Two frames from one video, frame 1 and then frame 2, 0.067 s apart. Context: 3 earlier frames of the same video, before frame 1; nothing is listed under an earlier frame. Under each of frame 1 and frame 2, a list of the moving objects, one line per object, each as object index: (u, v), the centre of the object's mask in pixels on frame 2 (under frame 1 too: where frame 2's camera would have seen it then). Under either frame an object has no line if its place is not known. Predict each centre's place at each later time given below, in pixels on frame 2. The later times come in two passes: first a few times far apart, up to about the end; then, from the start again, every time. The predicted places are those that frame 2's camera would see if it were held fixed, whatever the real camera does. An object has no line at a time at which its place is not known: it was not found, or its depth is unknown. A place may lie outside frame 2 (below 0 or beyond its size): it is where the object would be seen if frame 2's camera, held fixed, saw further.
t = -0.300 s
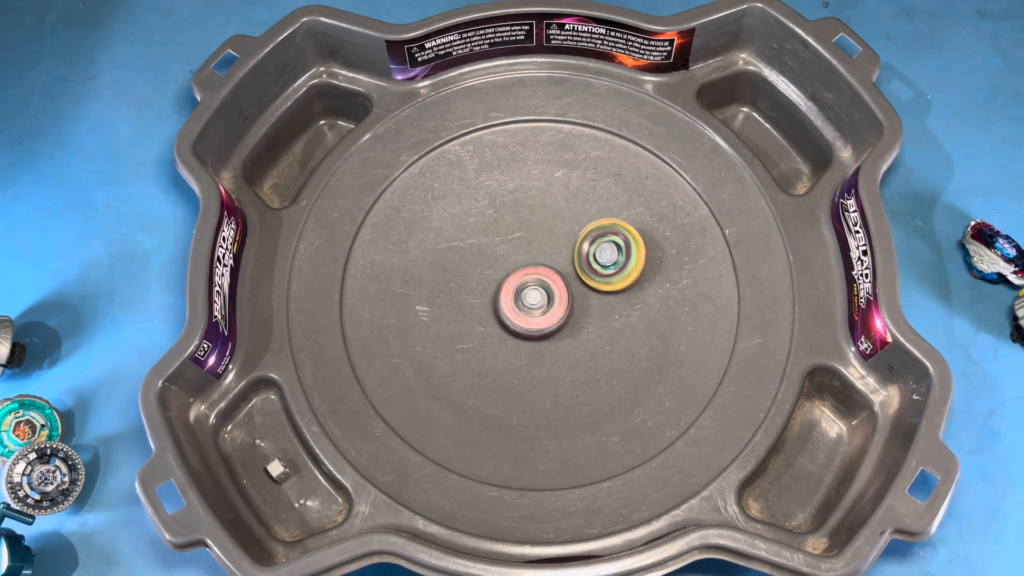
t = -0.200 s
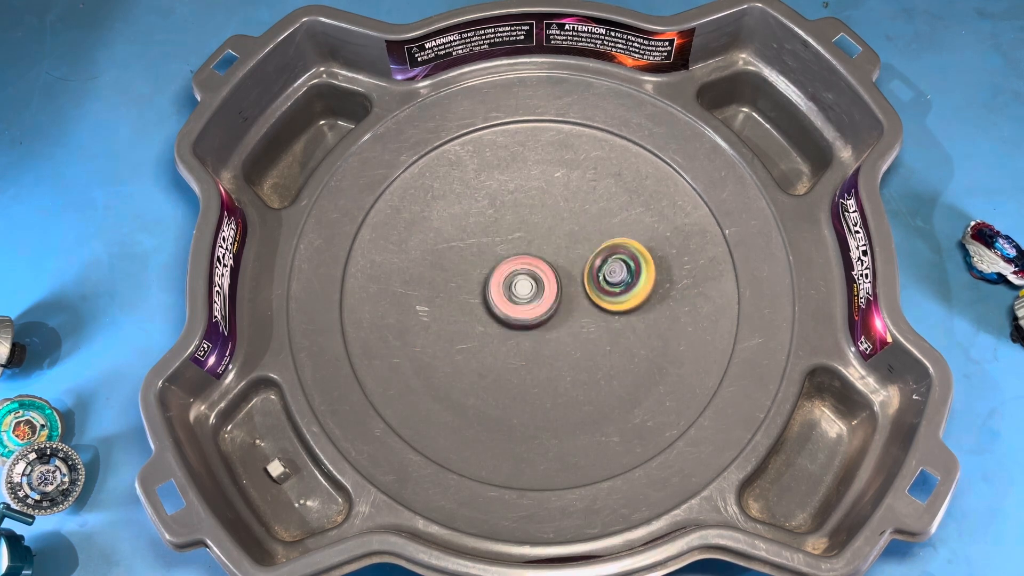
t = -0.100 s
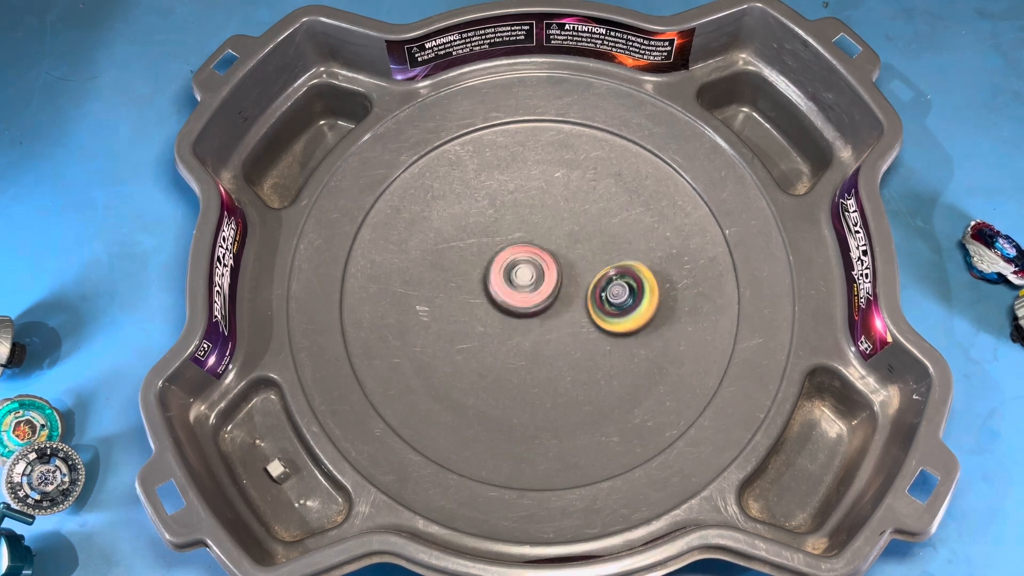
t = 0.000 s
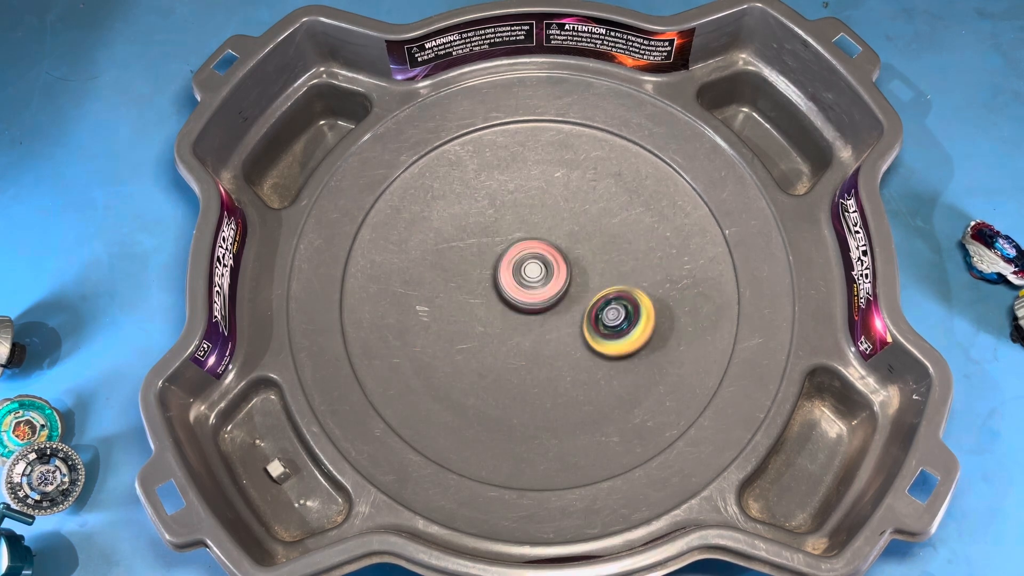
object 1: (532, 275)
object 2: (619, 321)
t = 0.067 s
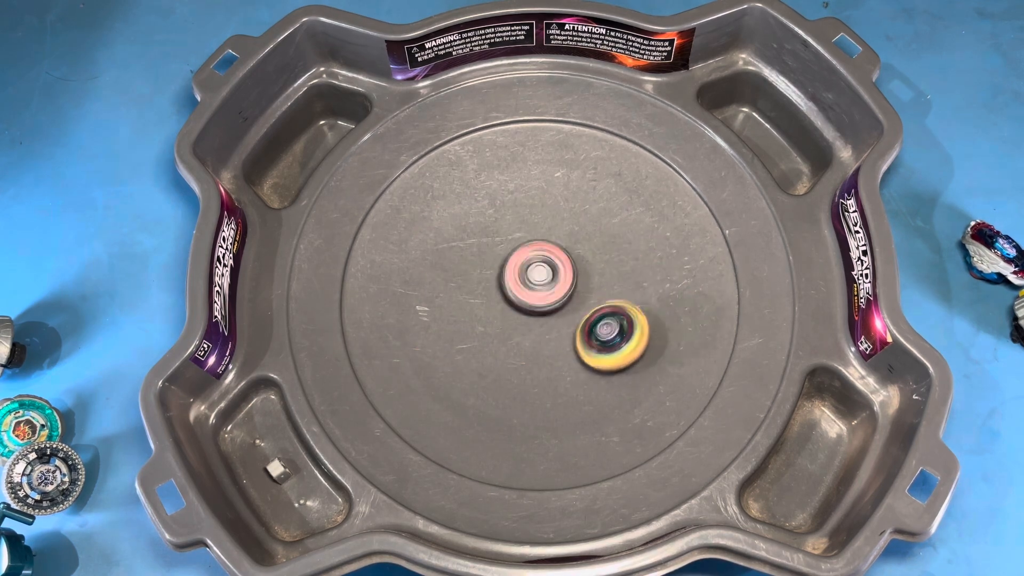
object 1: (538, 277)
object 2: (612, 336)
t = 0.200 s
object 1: (542, 292)
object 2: (590, 362)
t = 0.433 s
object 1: (520, 312)
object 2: (533, 382)
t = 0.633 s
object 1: (511, 298)
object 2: (484, 369)
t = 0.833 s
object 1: (537, 293)
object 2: (453, 333)
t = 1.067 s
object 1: (548, 319)
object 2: (454, 281)
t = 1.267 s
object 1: (529, 321)
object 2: (483, 242)
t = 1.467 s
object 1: (528, 296)
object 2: (527, 223)
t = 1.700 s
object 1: (532, 309)
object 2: (587, 220)
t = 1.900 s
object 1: (521, 319)
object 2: (617, 251)
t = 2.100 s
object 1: (522, 309)
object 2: (620, 304)
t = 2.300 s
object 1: (540, 303)
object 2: (588, 365)
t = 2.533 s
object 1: (555, 312)
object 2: (531, 397)
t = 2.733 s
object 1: (544, 310)
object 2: (487, 389)
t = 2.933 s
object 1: (537, 294)
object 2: (460, 348)
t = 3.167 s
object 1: (543, 284)
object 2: (465, 270)
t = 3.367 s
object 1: (542, 292)
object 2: (494, 216)
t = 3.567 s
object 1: (527, 299)
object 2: (529, 200)
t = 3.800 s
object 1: (521, 295)
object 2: (573, 226)
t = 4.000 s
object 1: (526, 296)
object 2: (611, 290)
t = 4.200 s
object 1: (534, 304)
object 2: (619, 356)
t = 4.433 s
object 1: (538, 311)
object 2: (591, 391)
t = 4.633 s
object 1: (539, 311)
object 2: (537, 385)
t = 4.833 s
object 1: (559, 287)
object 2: (451, 368)
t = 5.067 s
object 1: (576, 277)
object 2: (426, 311)
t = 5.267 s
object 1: (559, 285)
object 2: (453, 250)
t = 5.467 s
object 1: (531, 288)
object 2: (513, 208)
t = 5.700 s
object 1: (506, 295)
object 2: (587, 209)
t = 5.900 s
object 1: (503, 304)
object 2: (627, 254)
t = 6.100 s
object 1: (516, 311)
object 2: (632, 324)
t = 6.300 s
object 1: (534, 313)
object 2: (591, 387)
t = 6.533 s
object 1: (550, 306)
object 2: (511, 403)
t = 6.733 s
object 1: (550, 297)
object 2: (452, 363)
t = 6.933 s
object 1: (541, 291)
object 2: (433, 295)
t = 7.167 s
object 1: (529, 293)
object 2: (468, 223)
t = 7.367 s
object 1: (529, 303)
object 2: (530, 200)
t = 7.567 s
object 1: (536, 308)
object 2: (594, 223)
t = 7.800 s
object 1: (541, 303)
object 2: (639, 295)
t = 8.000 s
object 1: (541, 298)
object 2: (623, 363)
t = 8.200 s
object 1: (536, 295)
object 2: (560, 400)
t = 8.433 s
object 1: (531, 298)
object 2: (469, 378)
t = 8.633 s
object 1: (532, 301)
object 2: (429, 317)
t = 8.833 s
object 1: (535, 304)
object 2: (445, 251)
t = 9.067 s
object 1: (537, 302)
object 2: (515, 207)
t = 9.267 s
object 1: (539, 300)
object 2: (587, 218)
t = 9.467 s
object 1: (535, 300)
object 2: (633, 269)
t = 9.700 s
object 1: (535, 302)
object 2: (623, 350)
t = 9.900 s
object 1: (539, 301)
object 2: (557, 395)
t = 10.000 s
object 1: (539, 301)
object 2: (517, 397)
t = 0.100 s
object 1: (541, 279)
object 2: (608, 344)
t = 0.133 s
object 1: (543, 282)
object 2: (603, 350)
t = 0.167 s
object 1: (543, 288)
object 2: (596, 357)
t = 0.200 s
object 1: (542, 292)
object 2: (590, 362)
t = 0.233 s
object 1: (542, 296)
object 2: (583, 367)
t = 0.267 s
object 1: (540, 301)
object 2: (575, 372)
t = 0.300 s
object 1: (537, 305)
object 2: (568, 375)
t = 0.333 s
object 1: (533, 308)
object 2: (559, 378)
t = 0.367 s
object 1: (529, 310)
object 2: (551, 380)
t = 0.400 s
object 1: (525, 312)
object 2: (542, 381)
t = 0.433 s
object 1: (520, 312)
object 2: (533, 382)
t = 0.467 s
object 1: (516, 311)
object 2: (524, 382)
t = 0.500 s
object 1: (513, 309)
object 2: (516, 381)
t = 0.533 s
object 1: (511, 307)
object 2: (507, 379)
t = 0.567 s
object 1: (509, 304)
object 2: (499, 377)
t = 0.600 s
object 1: (509, 301)
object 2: (491, 373)
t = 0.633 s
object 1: (511, 298)
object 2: (484, 369)
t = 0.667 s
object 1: (514, 296)
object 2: (477, 364)
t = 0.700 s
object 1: (517, 294)
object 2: (471, 359)
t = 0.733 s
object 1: (521, 293)
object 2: (466, 353)
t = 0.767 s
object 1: (526, 291)
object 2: (461, 347)
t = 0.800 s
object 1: (532, 291)
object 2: (457, 340)
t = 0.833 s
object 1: (537, 293)
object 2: (453, 333)
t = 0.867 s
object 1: (540, 295)
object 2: (451, 327)
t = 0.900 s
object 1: (545, 298)
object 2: (449, 319)
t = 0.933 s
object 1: (548, 302)
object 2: (449, 311)
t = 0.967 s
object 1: (550, 307)
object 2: (449, 304)
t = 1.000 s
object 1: (550, 311)
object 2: (450, 296)
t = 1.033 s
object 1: (550, 316)
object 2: (451, 289)
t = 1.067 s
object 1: (548, 319)
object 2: (454, 281)
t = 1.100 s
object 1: (545, 323)
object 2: (457, 274)
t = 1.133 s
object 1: (542, 324)
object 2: (460, 267)
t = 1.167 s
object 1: (538, 326)
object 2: (465, 260)
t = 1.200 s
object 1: (535, 325)
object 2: (471, 253)
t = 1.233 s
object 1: (531, 323)
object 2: (476, 248)
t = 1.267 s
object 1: (529, 321)
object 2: (483, 242)
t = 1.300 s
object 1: (526, 317)
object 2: (490, 237)
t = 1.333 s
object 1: (525, 314)
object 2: (497, 233)
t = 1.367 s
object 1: (524, 310)
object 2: (504, 230)
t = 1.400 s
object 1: (524, 305)
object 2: (511, 227)
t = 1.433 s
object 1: (526, 301)
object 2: (519, 225)
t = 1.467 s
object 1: (528, 296)
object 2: (527, 223)
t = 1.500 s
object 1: (531, 293)
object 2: (535, 222)
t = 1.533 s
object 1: (532, 294)
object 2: (545, 218)
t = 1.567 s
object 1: (533, 297)
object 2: (555, 214)
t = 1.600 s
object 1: (534, 300)
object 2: (564, 214)
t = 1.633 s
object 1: (535, 304)
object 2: (572, 215)
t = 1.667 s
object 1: (533, 307)
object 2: (580, 217)
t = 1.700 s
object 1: (532, 309)
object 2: (587, 220)
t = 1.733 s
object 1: (531, 313)
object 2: (593, 224)
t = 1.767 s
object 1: (529, 316)
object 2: (599, 228)
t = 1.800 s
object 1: (526, 317)
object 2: (605, 233)
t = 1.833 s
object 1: (525, 318)
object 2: (609, 238)
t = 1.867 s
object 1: (523, 319)
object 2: (613, 244)
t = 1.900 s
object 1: (521, 319)
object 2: (617, 251)
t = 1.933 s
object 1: (521, 318)
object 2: (619, 259)
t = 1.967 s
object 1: (520, 316)
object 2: (621, 267)
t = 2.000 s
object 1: (520, 314)
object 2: (623, 275)
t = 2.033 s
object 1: (520, 312)
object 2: (622, 284)
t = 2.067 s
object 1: (520, 311)
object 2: (622, 294)
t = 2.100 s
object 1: (522, 309)
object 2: (620, 304)
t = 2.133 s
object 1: (524, 308)
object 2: (617, 314)
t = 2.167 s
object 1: (527, 306)
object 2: (613, 325)
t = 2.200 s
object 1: (531, 305)
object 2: (608, 336)
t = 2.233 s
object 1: (534, 303)
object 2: (602, 346)
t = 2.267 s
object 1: (537, 303)
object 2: (596, 355)
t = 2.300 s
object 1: (540, 303)
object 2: (588, 365)
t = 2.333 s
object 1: (544, 303)
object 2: (581, 372)
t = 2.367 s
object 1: (548, 304)
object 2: (573, 379)
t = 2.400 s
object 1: (551, 305)
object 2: (566, 384)
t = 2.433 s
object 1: (553, 307)
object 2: (558, 388)
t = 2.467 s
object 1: (554, 309)
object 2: (548, 392)
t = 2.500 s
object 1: (554, 311)
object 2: (540, 395)
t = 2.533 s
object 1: (555, 312)
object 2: (531, 397)
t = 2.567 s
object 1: (553, 312)
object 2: (522, 398)
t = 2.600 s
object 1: (552, 312)
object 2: (515, 398)
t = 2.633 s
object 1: (550, 313)
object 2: (507, 397)
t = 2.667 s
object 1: (548, 313)
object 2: (500, 395)
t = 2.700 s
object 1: (546, 312)
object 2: (493, 392)
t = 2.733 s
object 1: (544, 310)
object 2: (487, 389)
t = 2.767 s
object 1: (543, 308)
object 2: (480, 384)
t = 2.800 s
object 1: (540, 306)
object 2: (475, 378)
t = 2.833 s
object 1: (538, 303)
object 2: (470, 372)
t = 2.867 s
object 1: (538, 300)
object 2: (466, 365)
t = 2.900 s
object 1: (537, 297)
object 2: (463, 357)
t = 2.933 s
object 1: (537, 294)
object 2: (460, 348)
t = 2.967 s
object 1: (536, 292)
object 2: (458, 338)
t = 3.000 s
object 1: (537, 289)
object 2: (458, 329)
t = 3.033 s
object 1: (538, 287)
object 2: (457, 318)
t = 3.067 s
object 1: (539, 285)
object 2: (458, 306)
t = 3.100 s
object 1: (541, 285)
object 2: (459, 294)
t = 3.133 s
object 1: (541, 284)
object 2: (462, 282)
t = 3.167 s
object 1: (543, 284)
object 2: (465, 270)
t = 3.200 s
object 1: (544, 285)
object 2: (468, 259)
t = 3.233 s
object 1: (545, 286)
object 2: (473, 248)
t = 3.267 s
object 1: (544, 287)
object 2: (477, 238)
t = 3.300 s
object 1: (543, 288)
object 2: (483, 230)
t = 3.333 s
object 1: (543, 290)
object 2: (488, 222)
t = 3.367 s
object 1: (542, 292)
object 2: (494, 216)
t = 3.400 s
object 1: (540, 294)
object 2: (500, 211)
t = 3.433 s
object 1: (538, 295)
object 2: (505, 207)
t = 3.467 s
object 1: (535, 297)
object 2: (511, 204)
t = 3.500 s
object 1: (532, 298)
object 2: (517, 202)
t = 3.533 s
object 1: (530, 299)
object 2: (523, 200)
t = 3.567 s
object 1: (527, 299)
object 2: (529, 200)
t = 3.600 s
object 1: (525, 298)
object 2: (535, 200)
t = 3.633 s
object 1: (524, 298)
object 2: (541, 202)
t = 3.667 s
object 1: (522, 297)
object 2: (547, 204)
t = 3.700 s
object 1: (522, 297)
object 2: (554, 208)
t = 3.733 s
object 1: (521, 297)
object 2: (560, 212)
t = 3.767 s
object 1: (521, 296)
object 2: (566, 218)
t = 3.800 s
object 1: (521, 295)
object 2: (573, 226)
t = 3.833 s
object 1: (522, 295)
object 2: (580, 234)
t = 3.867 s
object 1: (522, 295)
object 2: (587, 244)
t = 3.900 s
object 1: (523, 295)
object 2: (594, 255)
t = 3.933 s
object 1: (523, 295)
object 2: (600, 267)
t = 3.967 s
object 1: (525, 296)
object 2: (605, 278)
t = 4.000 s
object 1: (526, 296)
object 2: (611, 290)
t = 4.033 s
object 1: (527, 296)
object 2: (615, 303)
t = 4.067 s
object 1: (529, 298)
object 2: (618, 315)
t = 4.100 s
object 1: (530, 299)
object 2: (620, 326)
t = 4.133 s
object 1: (531, 301)
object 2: (621, 337)
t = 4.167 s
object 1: (533, 302)
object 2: (620, 347)
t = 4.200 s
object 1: (534, 304)
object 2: (619, 356)
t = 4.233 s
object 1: (534, 305)
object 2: (617, 363)
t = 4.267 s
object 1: (535, 306)
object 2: (615, 370)
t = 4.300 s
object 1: (537, 307)
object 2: (611, 376)
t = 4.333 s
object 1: (537, 308)
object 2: (607, 381)
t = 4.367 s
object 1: (537, 309)
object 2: (602, 385)
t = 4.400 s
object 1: (538, 310)
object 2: (597, 388)
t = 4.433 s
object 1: (538, 311)
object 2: (591, 391)
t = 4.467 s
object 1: (538, 312)
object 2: (584, 392)
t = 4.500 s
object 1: (538, 312)
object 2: (577, 393)
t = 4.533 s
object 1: (538, 312)
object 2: (568, 392)
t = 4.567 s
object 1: (538, 312)
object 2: (558, 391)
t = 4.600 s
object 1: (538, 311)
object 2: (548, 388)
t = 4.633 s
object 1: (539, 311)
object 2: (537, 385)
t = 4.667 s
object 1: (539, 310)
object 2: (526, 380)
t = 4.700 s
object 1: (539, 309)
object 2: (514, 374)
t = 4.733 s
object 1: (545, 301)
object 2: (493, 377)
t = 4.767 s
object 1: (550, 295)
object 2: (474, 378)
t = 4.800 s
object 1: (554, 292)
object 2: (460, 373)
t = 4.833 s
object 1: (559, 287)
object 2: (451, 368)
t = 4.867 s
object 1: (562, 285)
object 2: (443, 361)
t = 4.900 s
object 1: (566, 282)
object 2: (437, 354)
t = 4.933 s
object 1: (569, 281)
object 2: (432, 346)
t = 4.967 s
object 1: (571, 278)
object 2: (429, 339)
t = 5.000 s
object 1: (573, 277)
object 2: (426, 330)
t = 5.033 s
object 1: (575, 276)
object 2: (426, 322)
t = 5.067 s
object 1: (576, 277)
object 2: (426, 311)
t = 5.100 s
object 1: (576, 278)
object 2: (427, 301)
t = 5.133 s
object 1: (574, 280)
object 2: (430, 291)
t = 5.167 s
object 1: (571, 281)
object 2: (434, 280)
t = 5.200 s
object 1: (568, 283)
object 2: (439, 270)
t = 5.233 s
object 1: (563, 284)
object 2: (446, 259)
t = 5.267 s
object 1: (559, 285)
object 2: (453, 250)
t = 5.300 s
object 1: (555, 286)
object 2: (461, 241)
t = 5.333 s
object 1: (548, 287)
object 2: (471, 233)
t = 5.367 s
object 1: (545, 287)
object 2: (480, 225)
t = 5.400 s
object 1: (538, 287)
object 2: (492, 218)
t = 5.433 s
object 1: (535, 288)
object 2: (502, 212)
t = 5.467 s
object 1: (531, 288)
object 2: (513, 208)
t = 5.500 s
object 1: (526, 290)
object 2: (524, 205)
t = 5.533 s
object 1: (523, 289)
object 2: (535, 202)
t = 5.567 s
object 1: (518, 291)
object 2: (546, 201)
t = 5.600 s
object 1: (515, 291)
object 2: (557, 202)
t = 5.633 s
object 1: (511, 292)
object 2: (568, 203)
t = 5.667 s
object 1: (508, 293)
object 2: (577, 206)
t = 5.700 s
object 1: (506, 295)
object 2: (587, 209)
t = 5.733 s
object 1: (505, 296)
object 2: (595, 214)
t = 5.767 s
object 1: (503, 298)
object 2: (603, 220)
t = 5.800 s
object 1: (503, 299)
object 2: (611, 227)
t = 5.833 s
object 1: (502, 300)
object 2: (617, 235)
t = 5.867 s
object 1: (503, 302)
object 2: (623, 244)
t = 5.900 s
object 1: (503, 304)
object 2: (627, 254)
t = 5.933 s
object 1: (505, 306)
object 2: (631, 264)
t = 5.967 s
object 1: (507, 307)
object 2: (634, 276)
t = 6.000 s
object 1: (508, 308)
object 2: (635, 287)
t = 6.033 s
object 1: (512, 309)
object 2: (636, 300)
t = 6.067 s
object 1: (513, 310)
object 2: (635, 312)
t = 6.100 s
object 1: (516, 311)
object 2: (632, 324)
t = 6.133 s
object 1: (519, 312)
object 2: (628, 337)
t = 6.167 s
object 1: (522, 313)
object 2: (623, 348)
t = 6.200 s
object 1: (525, 313)
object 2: (616, 359)
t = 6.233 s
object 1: (528, 313)
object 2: (609, 369)
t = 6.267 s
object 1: (532, 314)
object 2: (600, 378)
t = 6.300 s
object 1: (534, 313)
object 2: (591, 387)
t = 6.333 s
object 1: (537, 313)
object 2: (580, 393)
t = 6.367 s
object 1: (540, 312)
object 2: (568, 399)
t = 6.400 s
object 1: (542, 312)
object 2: (556, 403)
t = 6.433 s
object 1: (546, 310)
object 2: (545, 405)
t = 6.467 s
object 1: (547, 309)
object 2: (534, 406)
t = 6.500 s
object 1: (548, 308)
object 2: (523, 405)
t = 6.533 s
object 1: (550, 306)
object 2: (511, 403)
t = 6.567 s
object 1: (550, 304)
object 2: (498, 400)
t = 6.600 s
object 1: (552, 302)
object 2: (489, 395)
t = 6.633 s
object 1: (551, 301)
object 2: (479, 389)
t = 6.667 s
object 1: (552, 300)
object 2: (470, 382)
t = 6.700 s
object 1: (551, 298)
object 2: (460, 374)
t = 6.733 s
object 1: (550, 297)
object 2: (452, 363)
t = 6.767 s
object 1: (550, 295)
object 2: (447, 353)
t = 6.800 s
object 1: (547, 294)
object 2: (441, 342)
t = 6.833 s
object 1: (546, 294)
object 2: (437, 330)
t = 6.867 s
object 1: (544, 292)
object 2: (433, 317)
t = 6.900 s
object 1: (542, 292)
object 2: (432, 306)
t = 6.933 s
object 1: (541, 291)
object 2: (433, 295)
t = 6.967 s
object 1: (538, 290)
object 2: (434, 282)
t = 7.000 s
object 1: (537, 291)
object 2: (437, 271)
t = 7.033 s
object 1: (536, 291)
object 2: (441, 260)
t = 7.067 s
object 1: (533, 291)
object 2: (447, 249)
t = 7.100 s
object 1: (533, 293)
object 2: (453, 240)
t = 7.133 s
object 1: (531, 293)
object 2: (460, 231)
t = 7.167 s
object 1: (529, 293)
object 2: (468, 223)
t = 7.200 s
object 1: (529, 295)
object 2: (478, 216)
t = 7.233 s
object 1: (528, 296)
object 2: (487, 211)
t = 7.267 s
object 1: (527, 298)
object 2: (497, 206)
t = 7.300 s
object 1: (529, 299)
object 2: (507, 203)
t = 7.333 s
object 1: (528, 300)
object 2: (519, 201)
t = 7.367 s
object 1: (529, 303)
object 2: (530, 200)
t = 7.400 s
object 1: (530, 303)
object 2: (540, 200)
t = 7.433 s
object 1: (530, 304)
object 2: (551, 203)
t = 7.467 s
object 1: (532, 306)
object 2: (562, 206)
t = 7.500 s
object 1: (533, 306)
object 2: (573, 210)
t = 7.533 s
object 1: (533, 307)
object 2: (583, 216)
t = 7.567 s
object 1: (536, 308)
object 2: (594, 223)
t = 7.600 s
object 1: (537, 307)
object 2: (603, 231)
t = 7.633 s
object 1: (537, 307)
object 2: (612, 240)
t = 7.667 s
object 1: (539, 307)
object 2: (620, 250)
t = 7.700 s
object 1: (540, 305)
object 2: (626, 260)
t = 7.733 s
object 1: (540, 305)
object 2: (632, 271)
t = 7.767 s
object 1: (541, 305)
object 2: (636, 283)
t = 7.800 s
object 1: (541, 303)
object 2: (639, 295)
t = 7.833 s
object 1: (541, 303)
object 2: (640, 307)
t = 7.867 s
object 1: (542, 303)
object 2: (640, 319)
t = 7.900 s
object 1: (542, 300)
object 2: (638, 330)
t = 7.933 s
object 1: (540, 301)
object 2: (634, 342)
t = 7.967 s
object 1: (541, 300)
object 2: (630, 353)
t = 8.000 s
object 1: (541, 298)
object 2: (623, 363)
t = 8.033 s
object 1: (539, 298)
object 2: (615, 372)
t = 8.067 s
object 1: (539, 298)
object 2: (607, 381)
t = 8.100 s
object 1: (538, 296)
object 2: (596, 388)
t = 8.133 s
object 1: (537, 296)
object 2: (586, 393)
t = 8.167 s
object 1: (537, 297)
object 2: (574, 397)
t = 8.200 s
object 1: (536, 295)
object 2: (560, 400)
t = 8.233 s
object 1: (534, 296)
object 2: (548, 401)
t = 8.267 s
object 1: (535, 297)
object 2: (534, 401)
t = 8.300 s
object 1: (534, 296)
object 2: (520, 400)
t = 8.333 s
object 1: (532, 296)
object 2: (507, 396)
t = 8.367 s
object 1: (533, 298)
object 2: (492, 391)
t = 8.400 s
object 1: (533, 298)
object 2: (482, 386)
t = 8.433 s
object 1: (531, 298)
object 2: (469, 378)
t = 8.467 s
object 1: (532, 299)
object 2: (460, 370)
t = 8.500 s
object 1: (532, 299)
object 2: (450, 360)
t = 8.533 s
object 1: (532, 299)
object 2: (443, 350)
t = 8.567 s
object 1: (532, 301)
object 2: (437, 340)
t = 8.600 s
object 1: (533, 301)
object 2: (432, 329)
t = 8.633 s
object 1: (532, 301)
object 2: (429, 317)
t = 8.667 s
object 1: (533, 303)
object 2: (428, 305)
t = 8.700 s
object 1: (534, 303)
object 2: (429, 295)
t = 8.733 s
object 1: (534, 303)
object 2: (430, 283)
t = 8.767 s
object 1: (534, 304)
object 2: (434, 272)
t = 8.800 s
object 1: (535, 305)
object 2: (438, 261)
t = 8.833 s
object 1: (535, 304)
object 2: (445, 251)
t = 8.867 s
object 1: (535, 304)
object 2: (452, 242)
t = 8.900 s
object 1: (536, 305)
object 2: (461, 233)
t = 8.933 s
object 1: (537, 304)
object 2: (470, 226)
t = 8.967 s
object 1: (536, 304)
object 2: (480, 219)
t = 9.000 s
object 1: (537, 305)
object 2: (491, 214)
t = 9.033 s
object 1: (538, 304)
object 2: (503, 210)
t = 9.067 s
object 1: (537, 302)
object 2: (515, 207)
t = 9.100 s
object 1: (537, 303)
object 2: (527, 205)
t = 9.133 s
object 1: (538, 302)
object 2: (539, 205)
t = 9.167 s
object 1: (538, 300)
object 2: (552, 207)
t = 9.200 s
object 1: (536, 301)
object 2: (564, 209)
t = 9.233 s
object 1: (538, 301)
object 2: (576, 213)
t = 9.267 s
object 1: (539, 300)
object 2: (587, 218)
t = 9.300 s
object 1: (537, 299)
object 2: (597, 224)
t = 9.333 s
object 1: (536, 300)
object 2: (607, 231)
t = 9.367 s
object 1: (537, 300)
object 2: (615, 239)
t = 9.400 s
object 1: (536, 299)
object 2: (623, 248)
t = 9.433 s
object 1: (535, 300)
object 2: (628, 259)
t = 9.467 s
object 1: (535, 300)
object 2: (633, 269)
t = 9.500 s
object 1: (535, 299)
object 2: (636, 281)
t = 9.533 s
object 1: (535, 300)
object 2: (639, 292)
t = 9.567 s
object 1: (536, 301)
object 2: (639, 304)
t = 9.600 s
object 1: (536, 299)
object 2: (637, 317)
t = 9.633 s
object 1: (534, 298)
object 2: (634, 328)
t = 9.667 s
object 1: (533, 301)
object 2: (629, 340)
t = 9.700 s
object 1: (535, 302)
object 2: (623, 350)
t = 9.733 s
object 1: (537, 301)
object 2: (615, 361)
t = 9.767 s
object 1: (536, 300)
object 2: (606, 370)
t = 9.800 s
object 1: (536, 300)
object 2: (595, 379)
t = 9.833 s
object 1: (537, 301)
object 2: (583, 385)
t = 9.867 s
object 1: (538, 301)
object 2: (571, 391)
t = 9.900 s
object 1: (539, 301)
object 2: (557, 395)
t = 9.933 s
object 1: (540, 301)
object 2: (545, 397)
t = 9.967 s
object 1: (539, 301)
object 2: (529, 398)
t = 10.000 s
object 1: (539, 301)
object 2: (517, 397)
